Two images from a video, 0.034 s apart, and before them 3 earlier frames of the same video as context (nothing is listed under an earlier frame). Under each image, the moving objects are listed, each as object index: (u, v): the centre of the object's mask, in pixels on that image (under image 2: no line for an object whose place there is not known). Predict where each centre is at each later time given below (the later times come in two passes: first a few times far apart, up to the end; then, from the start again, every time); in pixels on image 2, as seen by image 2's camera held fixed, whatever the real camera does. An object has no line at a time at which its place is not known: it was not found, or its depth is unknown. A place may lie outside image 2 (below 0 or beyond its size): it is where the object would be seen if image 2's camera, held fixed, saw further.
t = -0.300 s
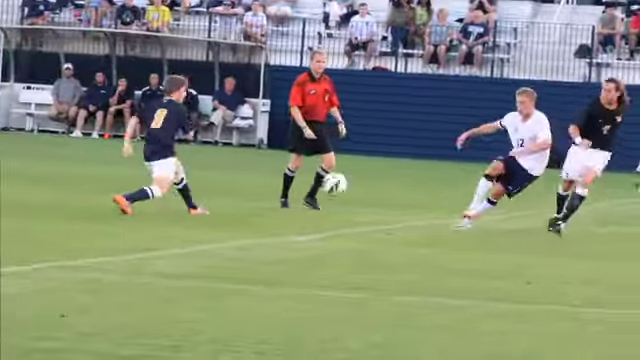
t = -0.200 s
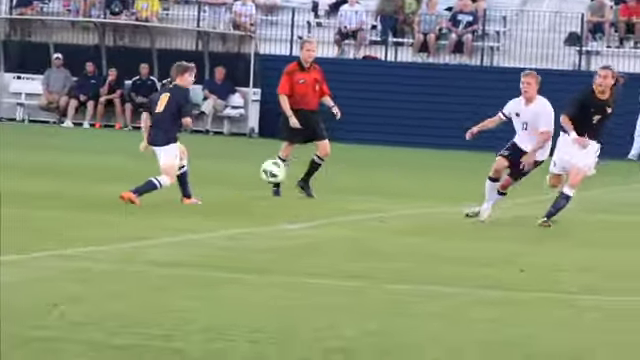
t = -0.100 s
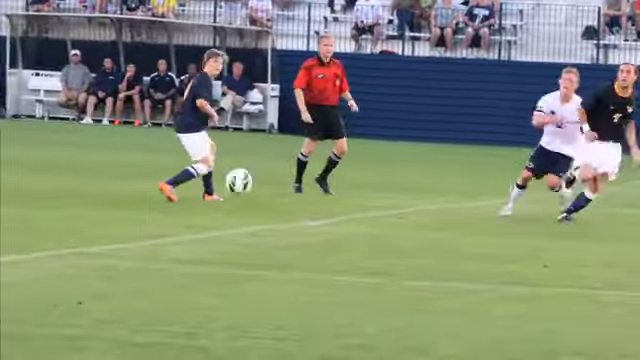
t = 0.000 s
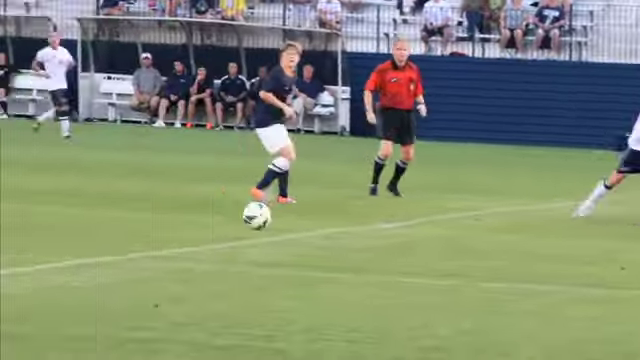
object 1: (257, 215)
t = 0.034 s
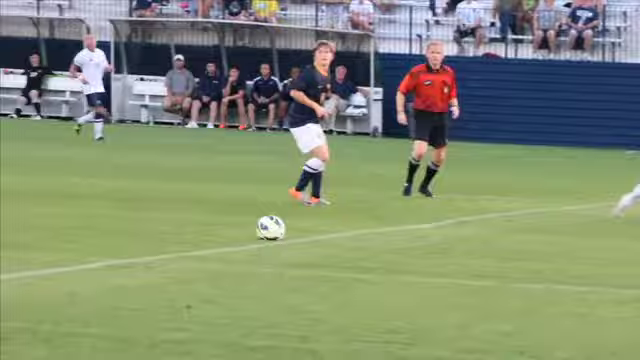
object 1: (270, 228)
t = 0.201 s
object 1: (192, 217)
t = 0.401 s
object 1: (90, 243)
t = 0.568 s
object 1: (11, 251)
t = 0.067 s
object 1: (255, 223)
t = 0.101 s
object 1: (240, 219)
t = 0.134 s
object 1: (224, 216)
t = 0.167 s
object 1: (208, 215)
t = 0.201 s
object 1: (192, 217)
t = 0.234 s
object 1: (174, 221)
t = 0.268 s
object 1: (159, 226)
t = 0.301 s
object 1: (141, 233)
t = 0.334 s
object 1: (122, 243)
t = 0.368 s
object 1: (105, 248)
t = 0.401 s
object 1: (90, 243)
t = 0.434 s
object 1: (76, 240)
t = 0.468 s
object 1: (60, 239)
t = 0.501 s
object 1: (44, 241)
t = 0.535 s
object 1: (28, 244)
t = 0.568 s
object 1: (11, 251)
